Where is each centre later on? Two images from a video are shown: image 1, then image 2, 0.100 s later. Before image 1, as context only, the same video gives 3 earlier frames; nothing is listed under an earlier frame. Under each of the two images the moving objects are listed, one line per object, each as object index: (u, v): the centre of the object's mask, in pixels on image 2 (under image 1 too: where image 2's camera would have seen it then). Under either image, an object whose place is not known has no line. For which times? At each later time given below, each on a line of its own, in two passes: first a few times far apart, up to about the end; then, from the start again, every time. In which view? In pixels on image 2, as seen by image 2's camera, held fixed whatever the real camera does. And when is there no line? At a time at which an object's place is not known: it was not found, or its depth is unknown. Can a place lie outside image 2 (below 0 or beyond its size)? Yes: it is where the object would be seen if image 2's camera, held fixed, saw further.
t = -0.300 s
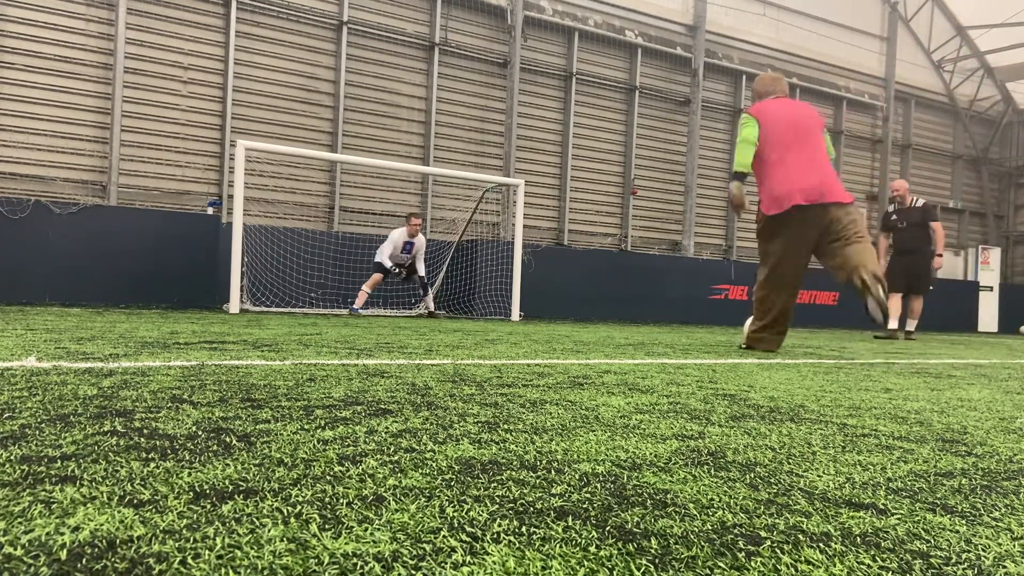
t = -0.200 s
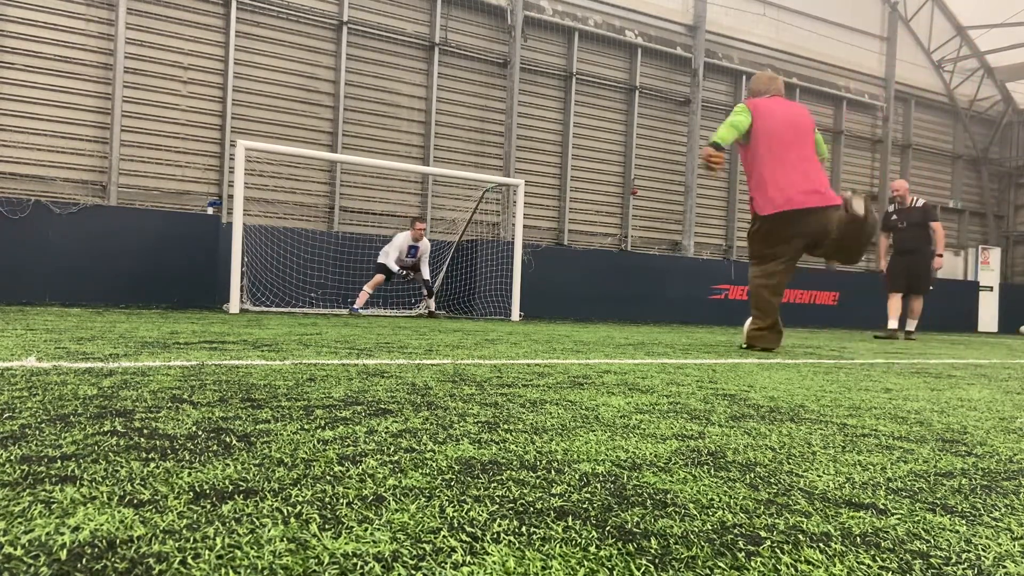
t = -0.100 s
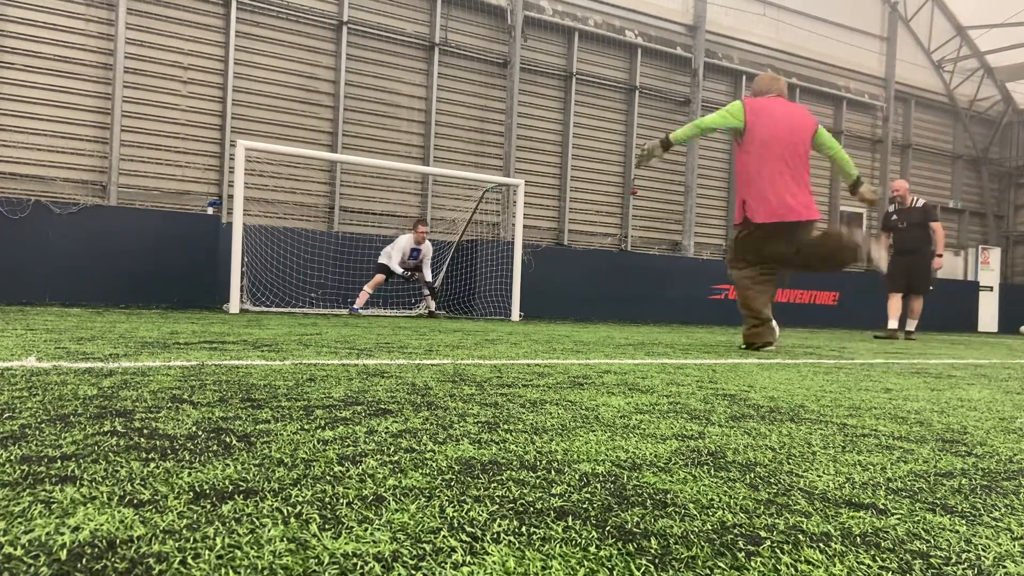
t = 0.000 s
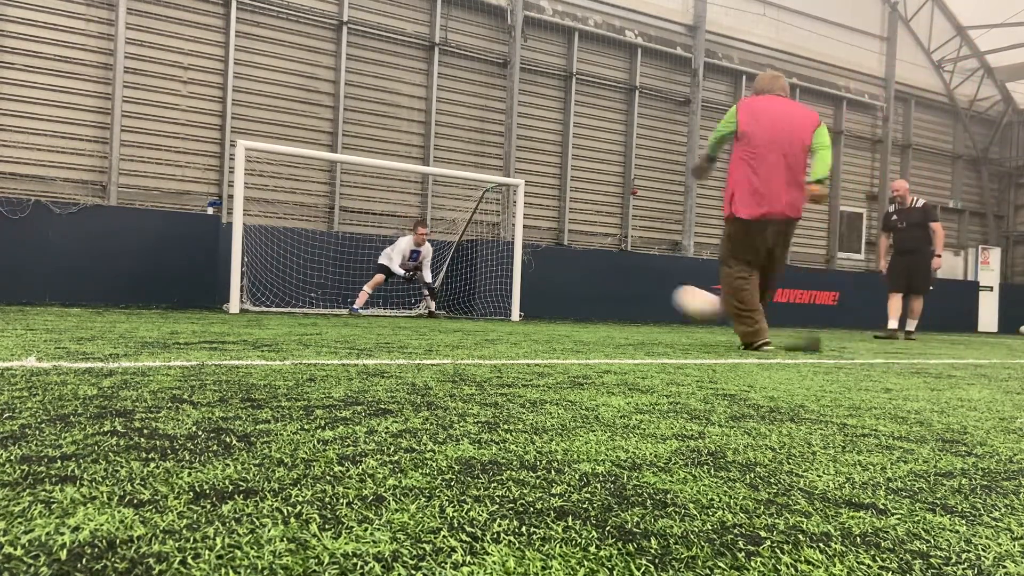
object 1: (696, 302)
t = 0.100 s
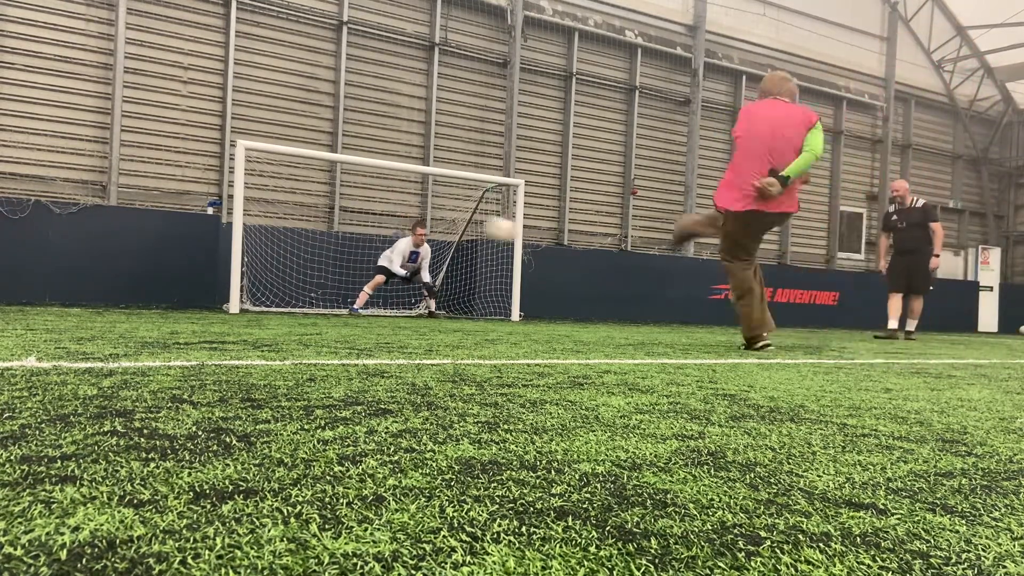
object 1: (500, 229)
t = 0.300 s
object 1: (253, 169)
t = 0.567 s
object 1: (101, 173)
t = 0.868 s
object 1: (145, 184)
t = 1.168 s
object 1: (189, 269)
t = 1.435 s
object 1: (223, 251)
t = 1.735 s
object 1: (244, 237)
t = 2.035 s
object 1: (264, 305)
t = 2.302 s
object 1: (301, 273)
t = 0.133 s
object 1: (450, 212)
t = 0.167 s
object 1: (404, 200)
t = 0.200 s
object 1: (361, 188)
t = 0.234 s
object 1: (320, 180)
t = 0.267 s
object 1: (285, 173)
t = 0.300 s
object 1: (253, 169)
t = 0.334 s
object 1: (217, 163)
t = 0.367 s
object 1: (188, 162)
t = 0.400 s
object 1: (160, 161)
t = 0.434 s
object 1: (133, 161)
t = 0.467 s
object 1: (110, 162)
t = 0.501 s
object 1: (101, 165)
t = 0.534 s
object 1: (99, 172)
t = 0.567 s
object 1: (101, 173)
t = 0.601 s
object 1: (105, 173)
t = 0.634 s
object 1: (110, 172)
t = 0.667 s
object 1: (114, 172)
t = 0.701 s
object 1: (120, 172)
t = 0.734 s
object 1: (125, 172)
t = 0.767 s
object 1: (129, 174)
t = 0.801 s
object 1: (134, 177)
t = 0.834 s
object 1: (139, 179)
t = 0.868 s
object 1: (145, 184)
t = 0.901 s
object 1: (149, 190)
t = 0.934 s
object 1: (154, 196)
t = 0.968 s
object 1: (160, 203)
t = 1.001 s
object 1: (164, 212)
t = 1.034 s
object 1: (169, 221)
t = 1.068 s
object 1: (174, 231)
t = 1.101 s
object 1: (179, 243)
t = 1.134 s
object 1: (184, 255)
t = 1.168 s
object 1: (189, 269)
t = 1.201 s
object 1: (194, 284)
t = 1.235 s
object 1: (199, 299)
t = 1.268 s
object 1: (204, 294)
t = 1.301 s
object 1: (208, 284)
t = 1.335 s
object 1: (212, 274)
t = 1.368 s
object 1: (216, 266)
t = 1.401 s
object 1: (220, 258)
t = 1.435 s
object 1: (223, 251)
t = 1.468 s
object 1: (226, 245)
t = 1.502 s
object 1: (228, 241)
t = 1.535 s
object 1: (230, 237)
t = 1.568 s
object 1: (233, 235)
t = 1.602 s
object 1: (235, 234)
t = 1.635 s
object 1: (237, 233)
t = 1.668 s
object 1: (240, 234)
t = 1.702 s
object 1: (242, 235)
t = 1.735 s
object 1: (244, 237)
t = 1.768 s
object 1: (246, 240)
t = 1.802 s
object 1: (249, 245)
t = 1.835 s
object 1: (251, 251)
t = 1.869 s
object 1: (253, 258)
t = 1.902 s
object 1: (255, 266)
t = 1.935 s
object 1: (257, 275)
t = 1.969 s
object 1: (258, 286)
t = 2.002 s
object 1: (260, 297)
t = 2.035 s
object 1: (264, 305)
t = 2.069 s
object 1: (268, 299)
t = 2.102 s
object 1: (273, 292)
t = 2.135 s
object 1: (278, 286)
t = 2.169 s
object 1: (282, 281)
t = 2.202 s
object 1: (287, 278)
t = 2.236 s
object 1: (292, 276)
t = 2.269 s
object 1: (296, 274)
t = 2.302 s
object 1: (301, 273)
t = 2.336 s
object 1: (306, 274)
